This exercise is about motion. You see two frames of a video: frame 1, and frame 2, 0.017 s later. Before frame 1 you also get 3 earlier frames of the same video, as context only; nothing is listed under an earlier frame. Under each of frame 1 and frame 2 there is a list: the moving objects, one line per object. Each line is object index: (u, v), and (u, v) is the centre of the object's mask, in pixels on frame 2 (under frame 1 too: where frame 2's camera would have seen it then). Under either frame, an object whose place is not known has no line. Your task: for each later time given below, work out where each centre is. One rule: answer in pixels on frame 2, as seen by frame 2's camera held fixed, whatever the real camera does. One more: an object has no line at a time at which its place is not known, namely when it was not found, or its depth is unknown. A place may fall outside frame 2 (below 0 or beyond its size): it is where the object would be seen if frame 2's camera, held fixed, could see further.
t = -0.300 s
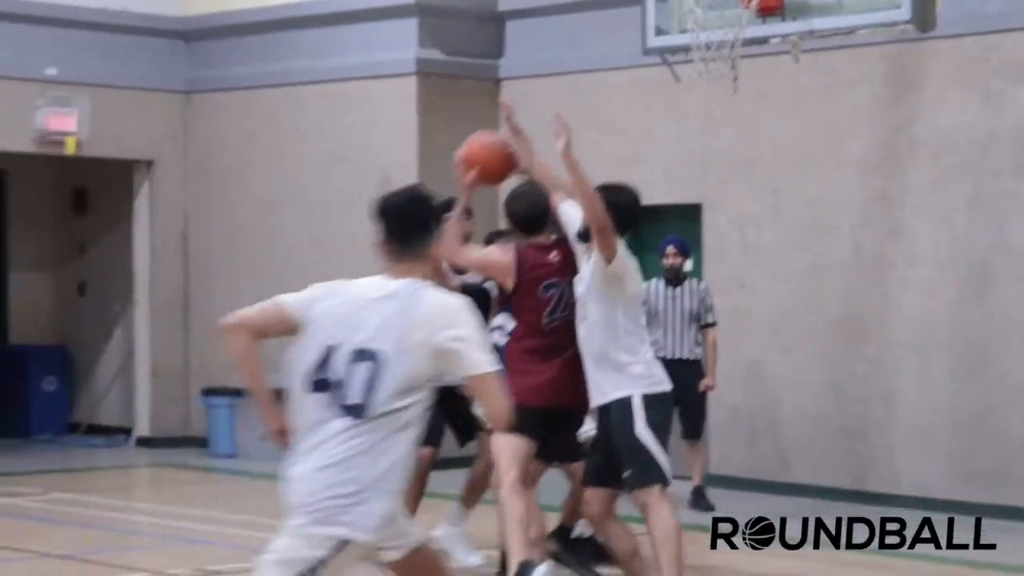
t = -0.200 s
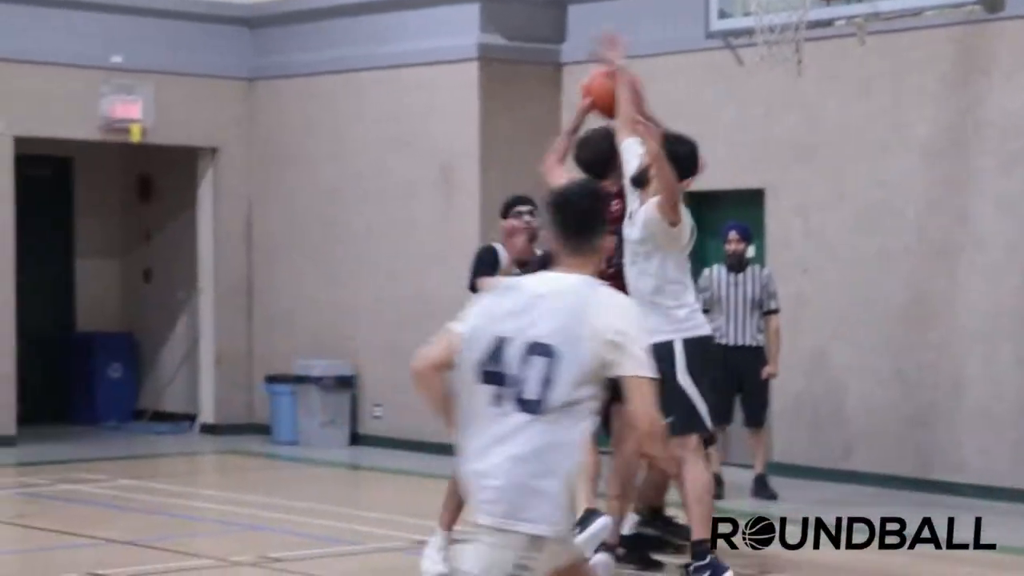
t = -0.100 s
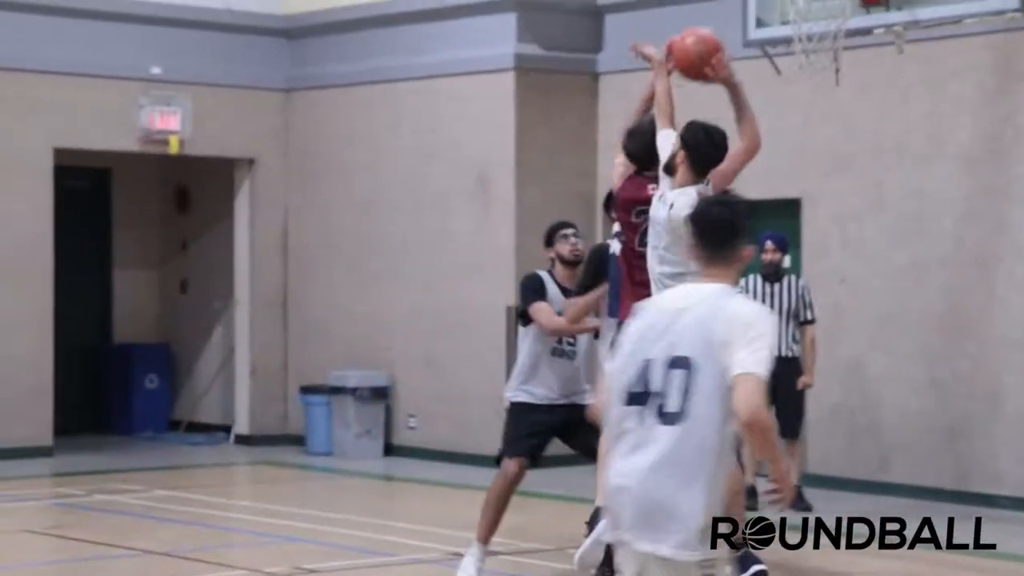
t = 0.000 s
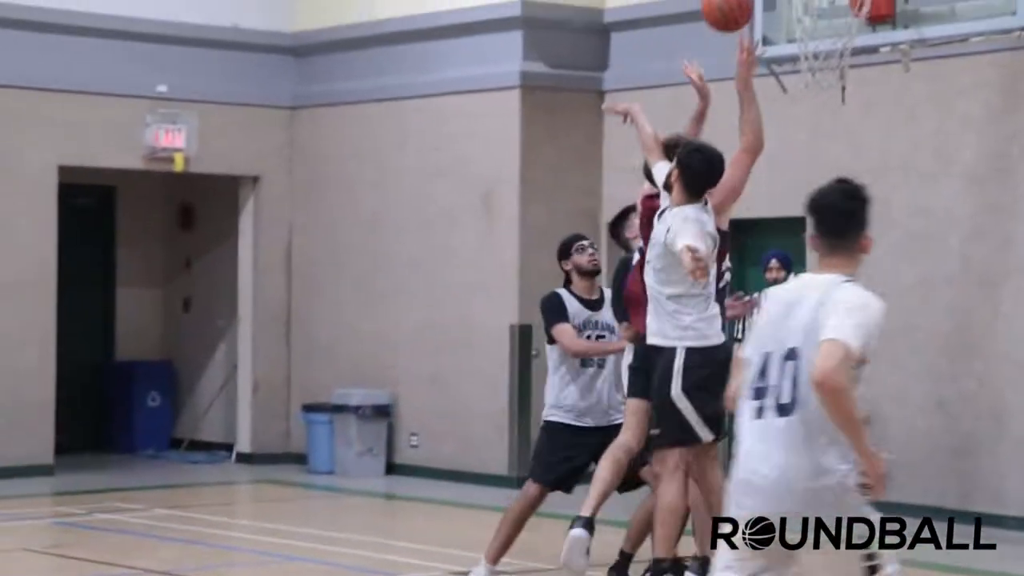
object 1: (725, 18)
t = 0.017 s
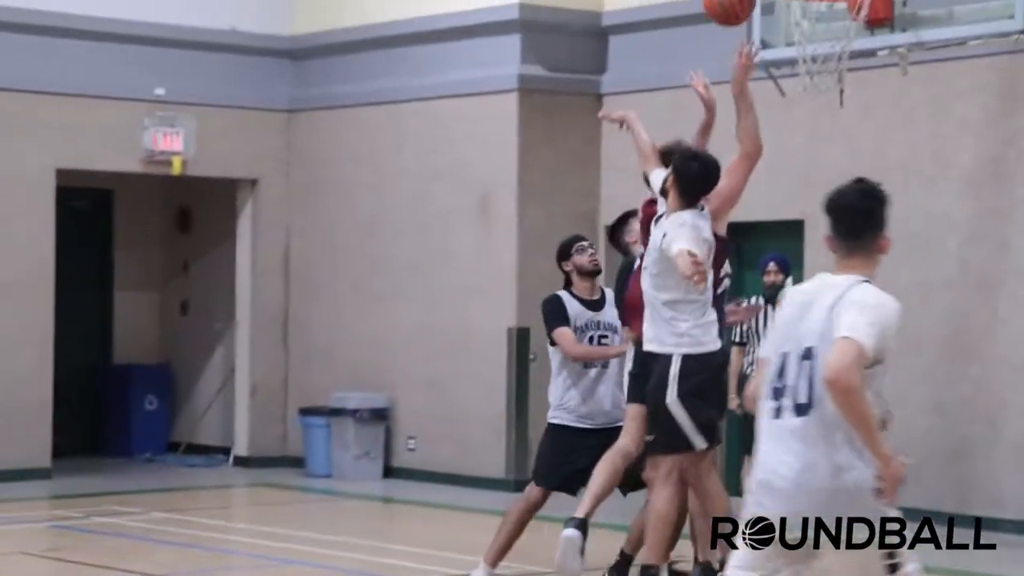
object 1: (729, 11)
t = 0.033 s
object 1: (733, 5)
